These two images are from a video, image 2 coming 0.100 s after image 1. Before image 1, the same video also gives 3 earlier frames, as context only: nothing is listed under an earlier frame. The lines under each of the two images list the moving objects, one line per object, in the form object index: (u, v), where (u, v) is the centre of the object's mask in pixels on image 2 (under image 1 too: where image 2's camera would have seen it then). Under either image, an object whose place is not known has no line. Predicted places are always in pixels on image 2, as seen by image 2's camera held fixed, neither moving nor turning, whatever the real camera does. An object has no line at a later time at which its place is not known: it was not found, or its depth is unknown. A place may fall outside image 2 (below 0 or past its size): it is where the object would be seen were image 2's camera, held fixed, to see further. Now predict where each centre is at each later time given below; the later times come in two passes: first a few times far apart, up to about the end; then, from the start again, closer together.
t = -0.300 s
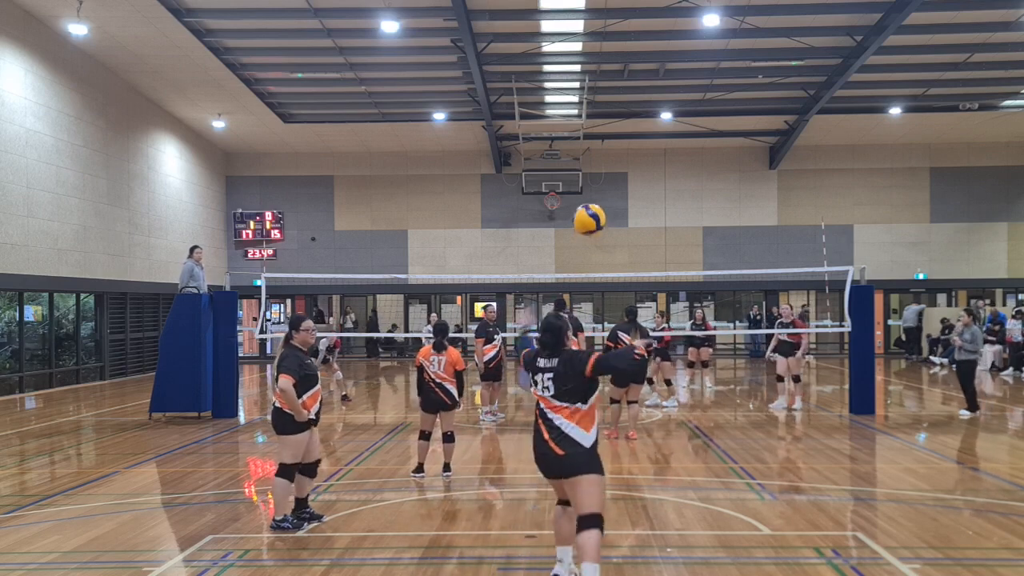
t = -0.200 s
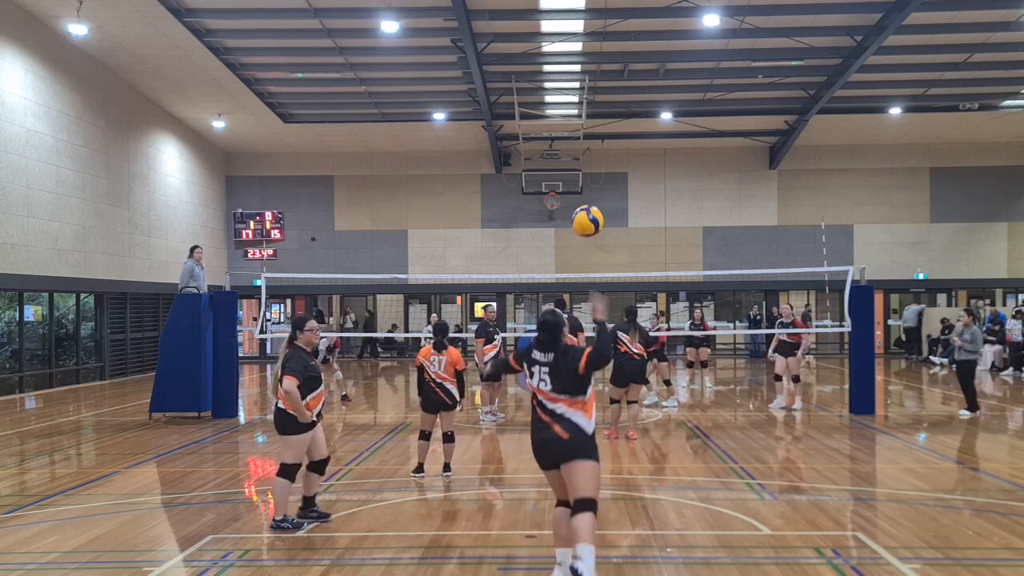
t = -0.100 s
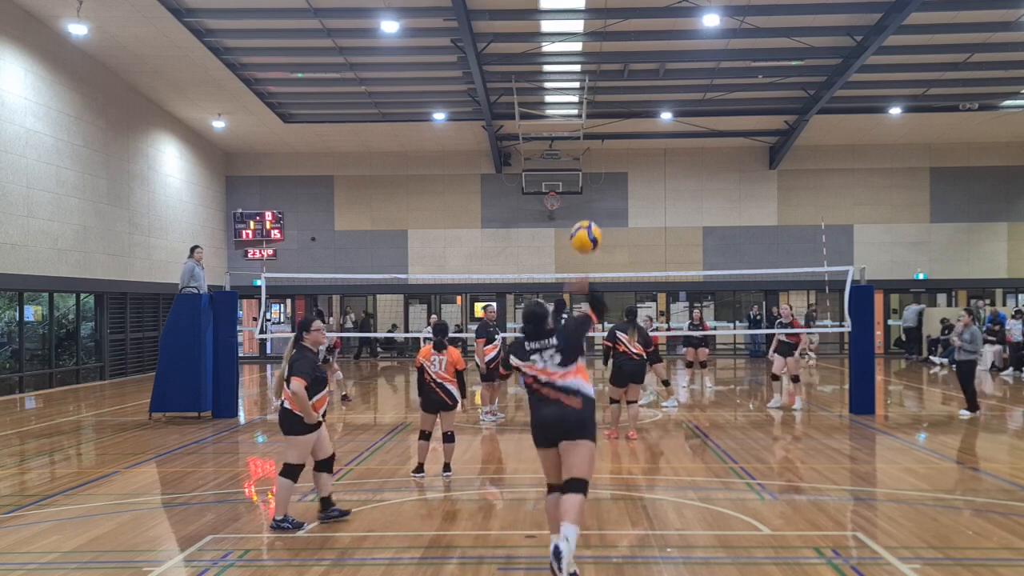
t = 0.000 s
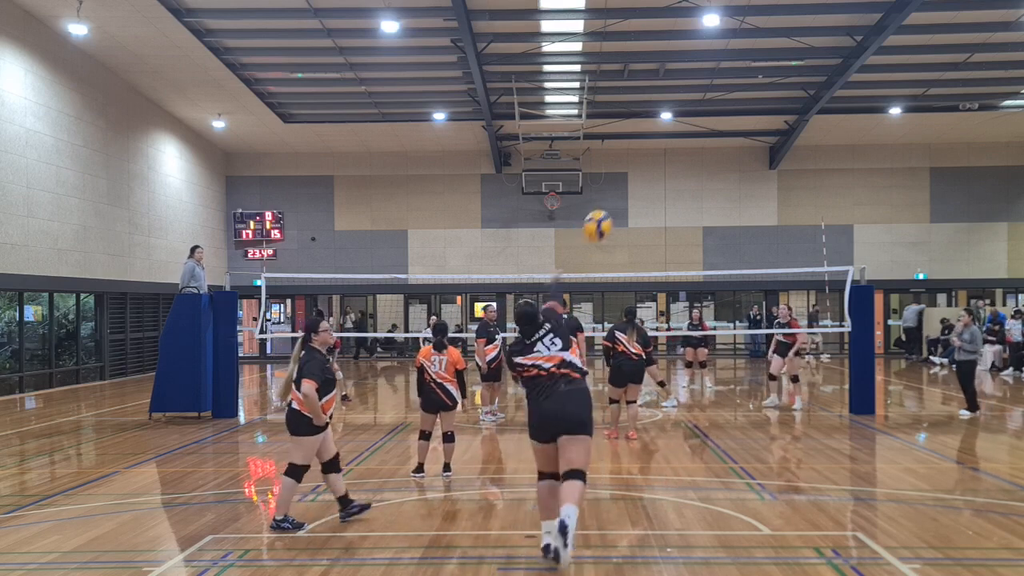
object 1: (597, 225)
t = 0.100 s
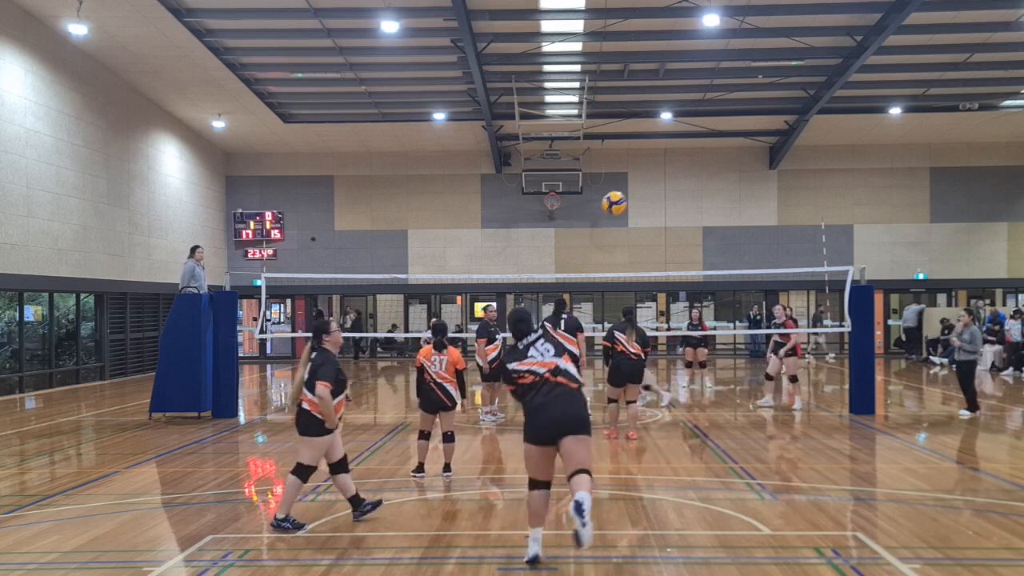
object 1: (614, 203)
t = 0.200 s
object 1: (625, 198)
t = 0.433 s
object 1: (641, 214)
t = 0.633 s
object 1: (648, 246)
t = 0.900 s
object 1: (649, 297)
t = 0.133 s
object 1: (618, 200)
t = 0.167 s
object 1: (622, 198)
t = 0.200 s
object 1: (625, 198)
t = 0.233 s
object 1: (628, 199)
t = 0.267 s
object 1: (631, 200)
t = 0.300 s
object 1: (632, 201)
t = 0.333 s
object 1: (636, 204)
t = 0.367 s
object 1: (638, 207)
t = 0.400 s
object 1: (640, 210)
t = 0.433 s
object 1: (641, 214)
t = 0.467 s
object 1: (642, 219)
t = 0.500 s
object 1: (644, 224)
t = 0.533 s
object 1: (646, 229)
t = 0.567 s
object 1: (646, 234)
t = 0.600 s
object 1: (647, 240)
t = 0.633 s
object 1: (648, 246)
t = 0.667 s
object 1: (648, 252)
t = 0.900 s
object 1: (649, 297)
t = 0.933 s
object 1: (650, 305)
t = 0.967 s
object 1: (651, 313)
